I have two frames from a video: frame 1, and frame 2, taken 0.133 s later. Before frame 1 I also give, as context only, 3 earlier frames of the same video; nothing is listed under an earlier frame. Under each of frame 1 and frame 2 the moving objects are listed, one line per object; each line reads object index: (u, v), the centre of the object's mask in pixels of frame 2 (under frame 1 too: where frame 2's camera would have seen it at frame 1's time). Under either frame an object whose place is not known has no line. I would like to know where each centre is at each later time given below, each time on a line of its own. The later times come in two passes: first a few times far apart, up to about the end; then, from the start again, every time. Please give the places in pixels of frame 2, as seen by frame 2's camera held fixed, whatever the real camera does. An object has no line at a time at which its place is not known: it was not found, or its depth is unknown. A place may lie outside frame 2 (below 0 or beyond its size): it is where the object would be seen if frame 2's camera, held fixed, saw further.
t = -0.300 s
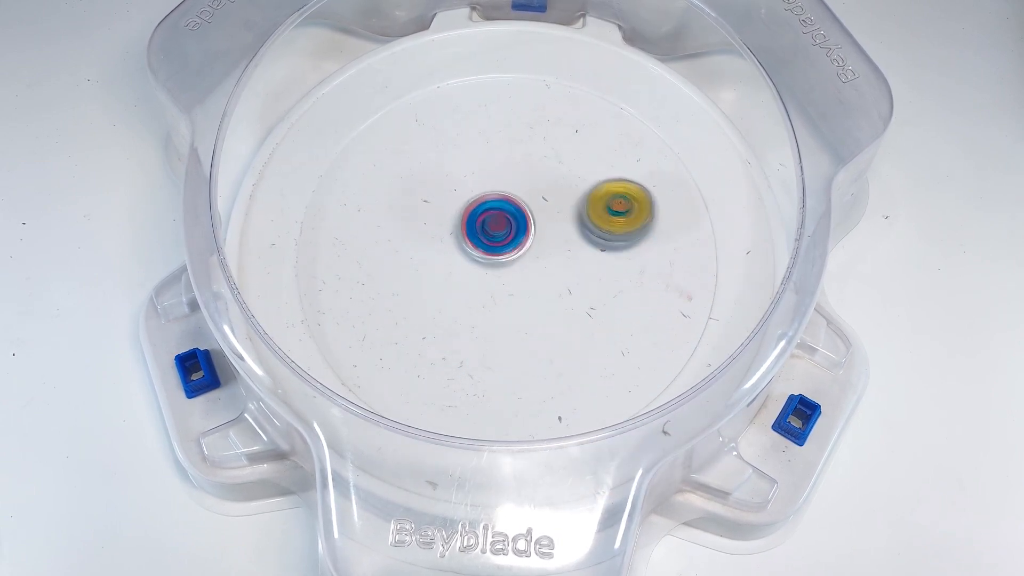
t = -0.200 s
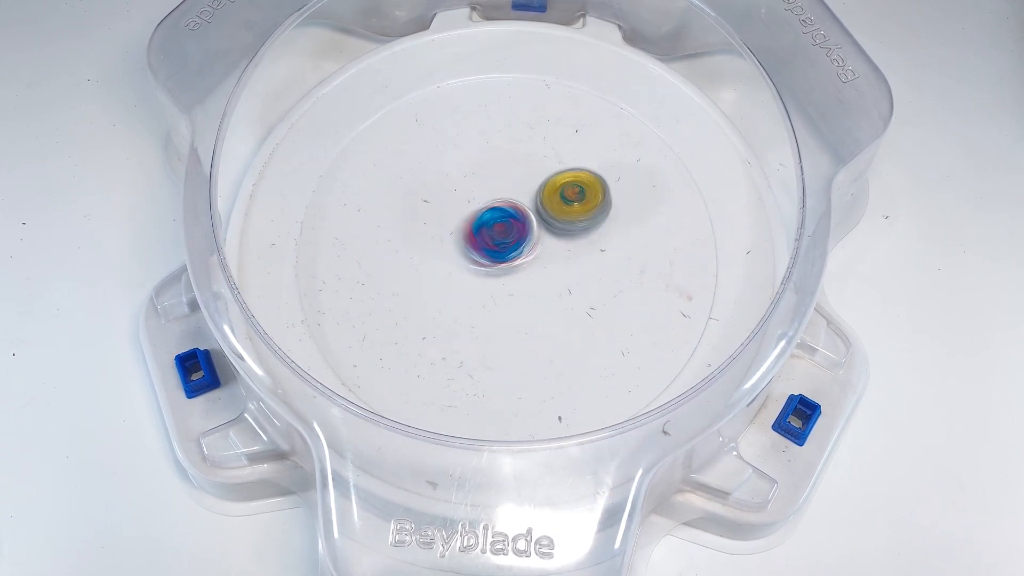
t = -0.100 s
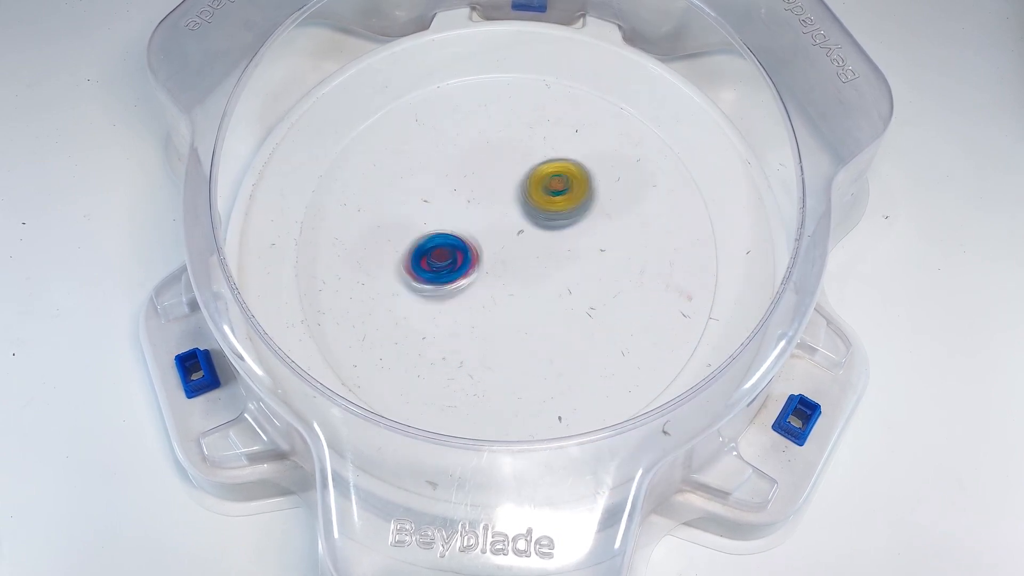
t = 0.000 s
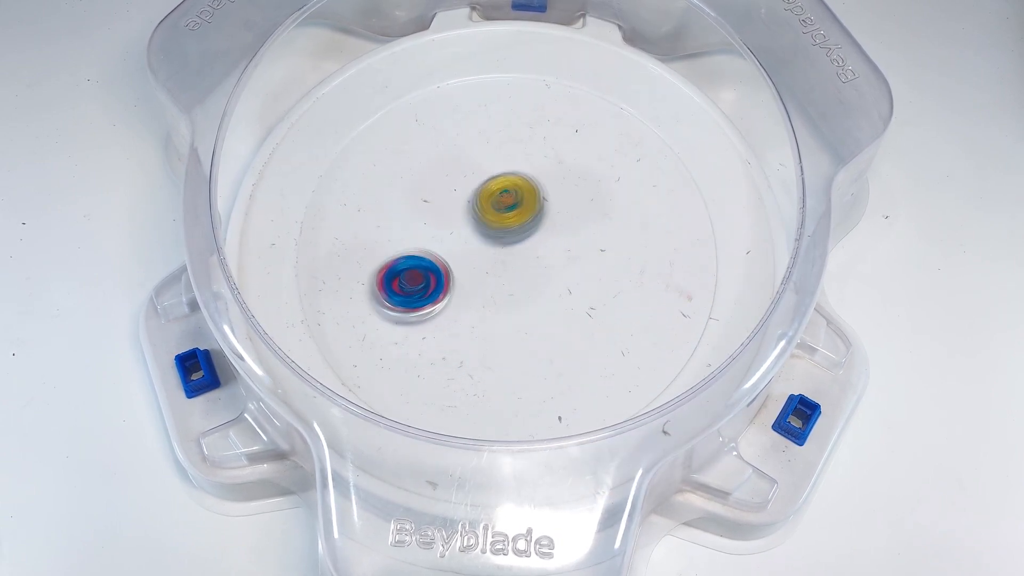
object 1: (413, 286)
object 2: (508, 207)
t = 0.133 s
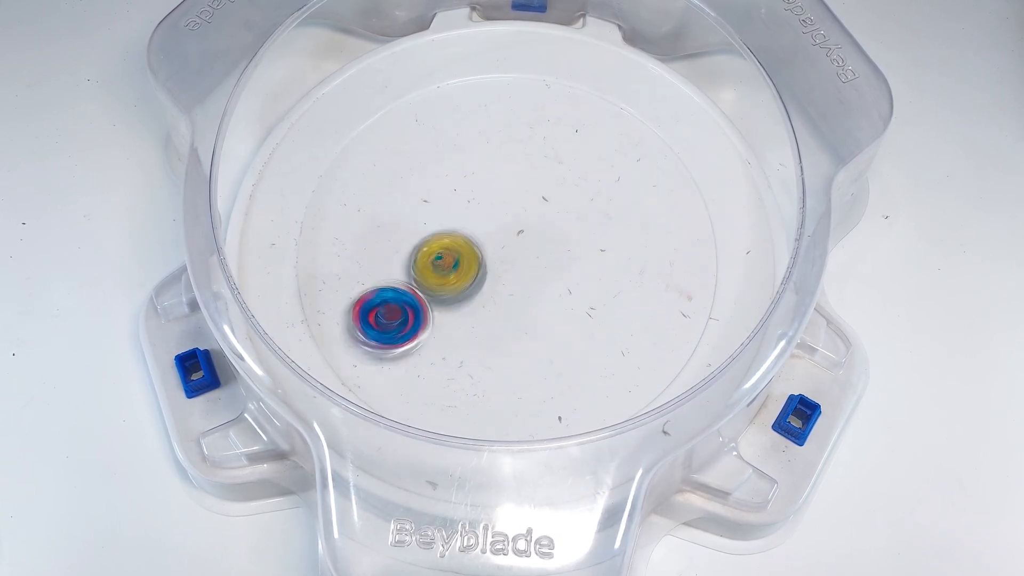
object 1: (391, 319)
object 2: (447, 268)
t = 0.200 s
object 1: (351, 361)
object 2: (462, 292)
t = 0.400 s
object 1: (371, 386)
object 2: (510, 330)
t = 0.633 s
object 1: (413, 320)
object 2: (542, 328)
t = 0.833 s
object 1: (455, 273)
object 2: (550, 300)
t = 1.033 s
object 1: (486, 204)
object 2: (565, 278)
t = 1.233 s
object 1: (486, 140)
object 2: (570, 253)
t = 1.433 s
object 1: (446, 141)
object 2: (552, 233)
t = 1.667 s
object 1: (419, 178)
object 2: (516, 225)
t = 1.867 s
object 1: (405, 203)
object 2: (486, 229)
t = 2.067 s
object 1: (385, 235)
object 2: (464, 243)
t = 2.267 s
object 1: (384, 248)
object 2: (487, 266)
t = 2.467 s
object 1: (390, 264)
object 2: (512, 280)
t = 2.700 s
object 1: (457, 291)
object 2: (537, 287)
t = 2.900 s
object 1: (478, 251)
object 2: (566, 280)
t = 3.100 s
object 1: (477, 248)
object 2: (566, 265)
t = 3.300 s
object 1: (482, 257)
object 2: (553, 250)
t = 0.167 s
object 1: (363, 344)
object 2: (452, 280)
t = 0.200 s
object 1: (351, 361)
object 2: (462, 292)
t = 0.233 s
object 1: (355, 370)
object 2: (473, 303)
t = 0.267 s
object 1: (361, 380)
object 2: (482, 314)
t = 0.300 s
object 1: (366, 382)
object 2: (492, 322)
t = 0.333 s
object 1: (368, 383)
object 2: (500, 326)
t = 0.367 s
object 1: (369, 386)
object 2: (505, 328)
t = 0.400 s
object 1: (371, 386)
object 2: (510, 330)
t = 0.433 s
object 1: (368, 391)
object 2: (515, 333)
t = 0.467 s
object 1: (375, 381)
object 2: (520, 334)
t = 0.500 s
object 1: (380, 375)
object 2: (525, 335)
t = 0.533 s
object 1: (388, 364)
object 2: (530, 335)
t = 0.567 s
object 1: (398, 349)
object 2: (534, 333)
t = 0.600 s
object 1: (407, 333)
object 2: (538, 331)
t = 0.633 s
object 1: (413, 320)
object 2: (542, 328)
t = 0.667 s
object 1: (419, 310)
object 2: (545, 325)
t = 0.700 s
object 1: (424, 302)
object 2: (548, 320)
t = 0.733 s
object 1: (432, 294)
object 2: (549, 316)
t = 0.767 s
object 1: (439, 286)
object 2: (550, 311)
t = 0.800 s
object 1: (447, 279)
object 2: (551, 305)
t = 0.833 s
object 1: (455, 273)
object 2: (550, 300)
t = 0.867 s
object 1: (465, 267)
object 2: (550, 294)
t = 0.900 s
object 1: (474, 263)
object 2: (550, 288)
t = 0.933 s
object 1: (480, 252)
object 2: (555, 286)
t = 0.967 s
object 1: (481, 231)
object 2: (560, 286)
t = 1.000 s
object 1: (481, 220)
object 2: (563, 282)
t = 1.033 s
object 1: (486, 204)
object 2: (565, 278)
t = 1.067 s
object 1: (491, 188)
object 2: (568, 274)
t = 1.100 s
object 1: (495, 173)
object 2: (569, 270)
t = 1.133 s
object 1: (496, 159)
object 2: (571, 265)
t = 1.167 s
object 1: (496, 148)
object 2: (571, 261)
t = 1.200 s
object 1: (493, 142)
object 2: (571, 257)
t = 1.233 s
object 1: (486, 140)
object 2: (570, 253)
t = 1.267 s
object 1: (482, 140)
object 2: (568, 249)
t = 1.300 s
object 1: (476, 140)
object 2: (566, 245)
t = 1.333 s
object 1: (468, 139)
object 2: (563, 241)
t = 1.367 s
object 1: (460, 139)
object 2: (560, 238)
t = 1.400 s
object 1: (453, 139)
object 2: (556, 235)
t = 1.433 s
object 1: (446, 141)
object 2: (552, 233)
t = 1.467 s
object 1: (440, 144)
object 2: (547, 230)
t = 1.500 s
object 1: (434, 149)
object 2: (542, 229)
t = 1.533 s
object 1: (430, 155)
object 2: (537, 227)
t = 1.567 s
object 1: (427, 161)
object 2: (532, 226)
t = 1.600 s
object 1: (425, 166)
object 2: (526, 226)
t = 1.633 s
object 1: (422, 172)
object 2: (521, 225)
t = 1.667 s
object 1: (419, 178)
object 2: (516, 225)
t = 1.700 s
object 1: (418, 184)
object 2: (511, 225)
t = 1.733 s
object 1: (415, 188)
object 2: (505, 225)
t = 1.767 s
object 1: (413, 192)
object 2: (500, 226)
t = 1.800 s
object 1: (410, 195)
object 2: (495, 226)
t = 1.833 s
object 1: (408, 199)
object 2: (490, 228)
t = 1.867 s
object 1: (405, 203)
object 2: (486, 229)
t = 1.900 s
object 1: (400, 208)
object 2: (482, 231)
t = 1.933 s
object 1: (395, 212)
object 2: (478, 232)
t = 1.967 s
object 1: (390, 218)
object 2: (474, 235)
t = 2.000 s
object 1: (387, 223)
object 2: (470, 237)
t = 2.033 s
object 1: (385, 229)
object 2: (467, 240)
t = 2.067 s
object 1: (385, 235)
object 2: (464, 243)
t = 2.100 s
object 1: (379, 238)
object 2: (469, 248)
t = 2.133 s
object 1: (375, 239)
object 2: (473, 253)
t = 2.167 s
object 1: (375, 238)
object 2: (476, 256)
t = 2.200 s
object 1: (378, 239)
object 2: (479, 259)
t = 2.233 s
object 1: (383, 243)
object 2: (483, 263)
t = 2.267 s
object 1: (384, 248)
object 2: (487, 266)
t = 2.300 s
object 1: (382, 252)
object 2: (490, 269)
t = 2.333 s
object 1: (380, 254)
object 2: (495, 271)
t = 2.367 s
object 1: (382, 254)
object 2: (499, 274)
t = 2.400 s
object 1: (384, 256)
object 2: (503, 276)
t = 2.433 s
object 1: (388, 259)
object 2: (507, 278)
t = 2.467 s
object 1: (390, 264)
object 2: (512, 280)
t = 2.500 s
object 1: (396, 269)
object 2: (516, 282)
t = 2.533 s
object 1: (401, 276)
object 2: (520, 284)
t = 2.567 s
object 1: (409, 281)
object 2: (524, 285)
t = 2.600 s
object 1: (417, 288)
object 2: (527, 286)
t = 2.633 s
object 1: (428, 292)
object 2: (531, 286)
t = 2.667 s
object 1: (442, 294)
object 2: (534, 286)
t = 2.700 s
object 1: (457, 291)
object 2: (537, 287)
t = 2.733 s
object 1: (468, 287)
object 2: (545, 286)
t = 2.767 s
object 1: (472, 277)
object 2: (551, 285)
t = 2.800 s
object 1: (475, 271)
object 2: (556, 284)
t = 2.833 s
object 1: (477, 262)
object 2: (559, 284)
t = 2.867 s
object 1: (477, 255)
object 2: (563, 281)
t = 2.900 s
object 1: (478, 251)
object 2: (566, 280)
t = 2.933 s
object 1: (477, 249)
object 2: (569, 278)
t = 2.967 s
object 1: (476, 248)
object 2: (570, 276)
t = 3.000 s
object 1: (475, 247)
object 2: (570, 272)
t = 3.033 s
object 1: (475, 247)
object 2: (570, 270)
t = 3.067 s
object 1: (475, 248)
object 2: (568, 267)
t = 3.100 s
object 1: (477, 248)
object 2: (566, 265)
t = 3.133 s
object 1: (480, 250)
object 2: (559, 260)
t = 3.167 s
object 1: (481, 252)
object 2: (557, 257)
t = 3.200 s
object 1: (483, 255)
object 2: (553, 256)
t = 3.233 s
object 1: (483, 256)
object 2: (552, 254)
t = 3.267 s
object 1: (482, 257)
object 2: (552, 252)
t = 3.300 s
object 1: (482, 257)
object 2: (553, 250)
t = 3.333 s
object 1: (482, 255)
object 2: (554, 248)
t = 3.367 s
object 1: (482, 253)
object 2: (554, 245)
